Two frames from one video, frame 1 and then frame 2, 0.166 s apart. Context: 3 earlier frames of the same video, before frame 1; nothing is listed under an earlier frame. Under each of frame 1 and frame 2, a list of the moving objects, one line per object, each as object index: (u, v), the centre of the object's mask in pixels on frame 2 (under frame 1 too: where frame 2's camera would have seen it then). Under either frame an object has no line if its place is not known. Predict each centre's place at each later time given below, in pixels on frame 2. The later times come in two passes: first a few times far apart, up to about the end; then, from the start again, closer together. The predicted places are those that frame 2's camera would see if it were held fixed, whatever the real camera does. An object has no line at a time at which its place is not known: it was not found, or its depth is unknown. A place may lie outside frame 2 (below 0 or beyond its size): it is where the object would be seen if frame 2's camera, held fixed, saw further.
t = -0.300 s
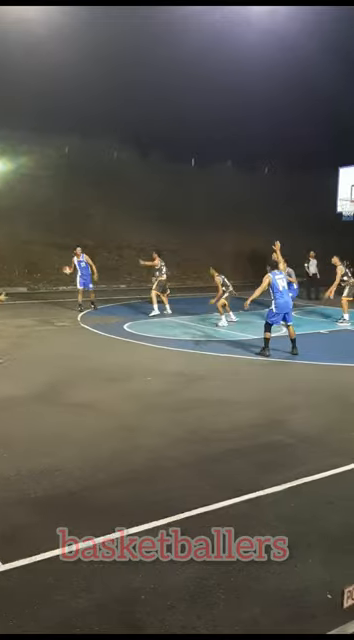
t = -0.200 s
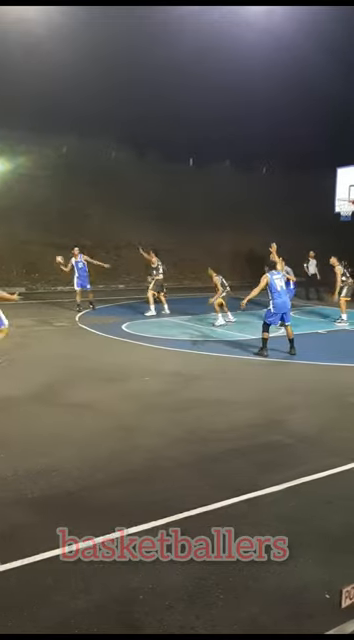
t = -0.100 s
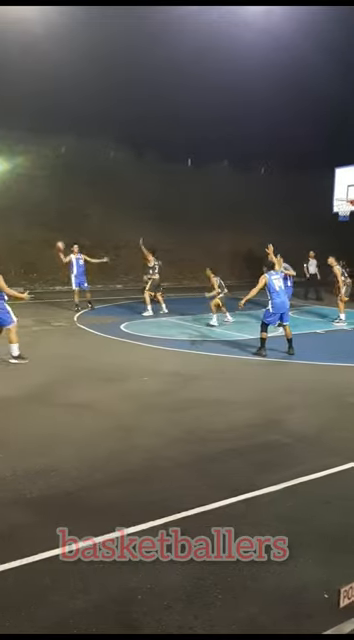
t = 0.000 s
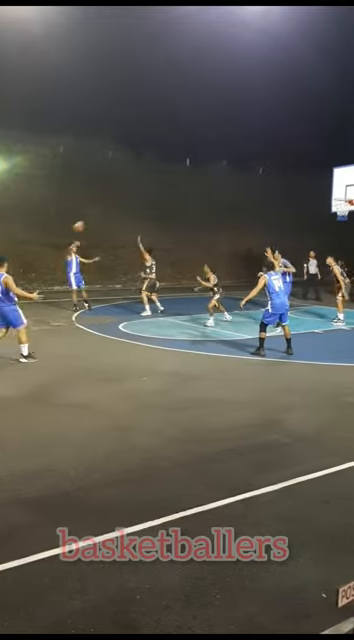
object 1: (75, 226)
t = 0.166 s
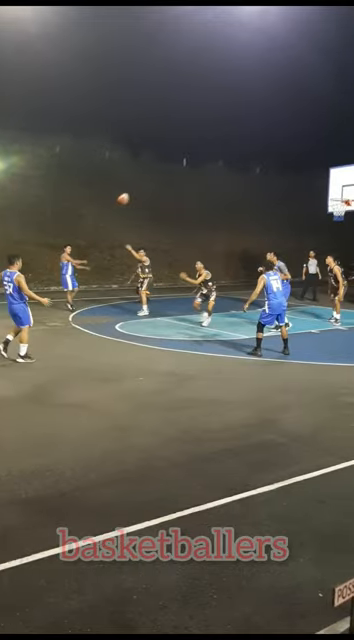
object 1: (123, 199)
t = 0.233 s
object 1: (143, 190)
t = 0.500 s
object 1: (239, 167)
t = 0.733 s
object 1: (343, 173)
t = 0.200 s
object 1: (133, 194)
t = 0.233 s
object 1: (143, 190)
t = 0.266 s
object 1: (154, 186)
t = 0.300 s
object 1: (165, 182)
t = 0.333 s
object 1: (177, 178)
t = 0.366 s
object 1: (189, 175)
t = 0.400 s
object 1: (201, 173)
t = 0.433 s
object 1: (214, 170)
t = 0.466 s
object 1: (226, 168)
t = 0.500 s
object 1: (239, 167)
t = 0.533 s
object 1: (253, 166)
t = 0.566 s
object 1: (267, 166)
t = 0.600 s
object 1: (281, 166)
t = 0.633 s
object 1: (296, 167)
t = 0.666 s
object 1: (311, 168)
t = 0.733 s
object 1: (343, 173)
